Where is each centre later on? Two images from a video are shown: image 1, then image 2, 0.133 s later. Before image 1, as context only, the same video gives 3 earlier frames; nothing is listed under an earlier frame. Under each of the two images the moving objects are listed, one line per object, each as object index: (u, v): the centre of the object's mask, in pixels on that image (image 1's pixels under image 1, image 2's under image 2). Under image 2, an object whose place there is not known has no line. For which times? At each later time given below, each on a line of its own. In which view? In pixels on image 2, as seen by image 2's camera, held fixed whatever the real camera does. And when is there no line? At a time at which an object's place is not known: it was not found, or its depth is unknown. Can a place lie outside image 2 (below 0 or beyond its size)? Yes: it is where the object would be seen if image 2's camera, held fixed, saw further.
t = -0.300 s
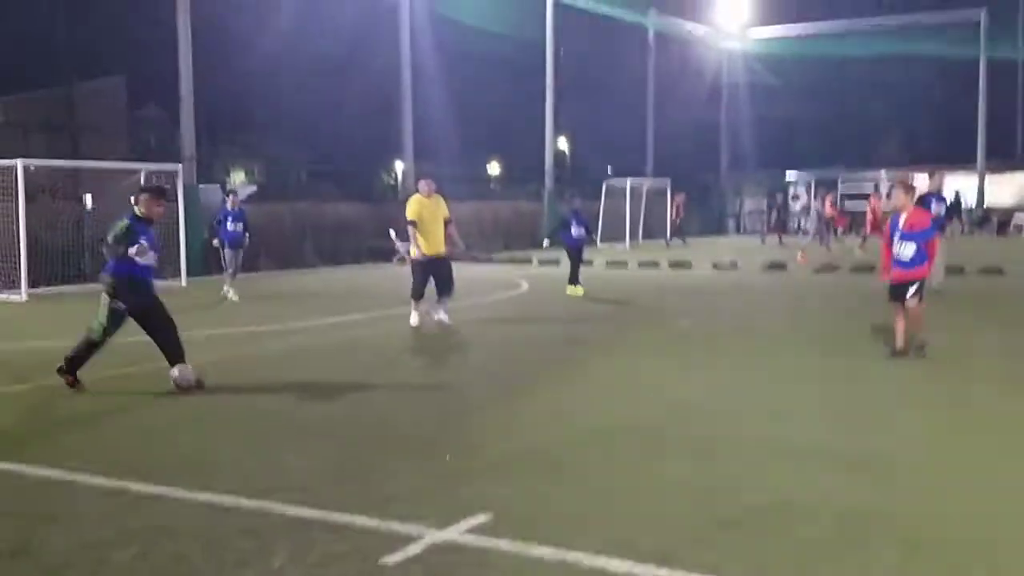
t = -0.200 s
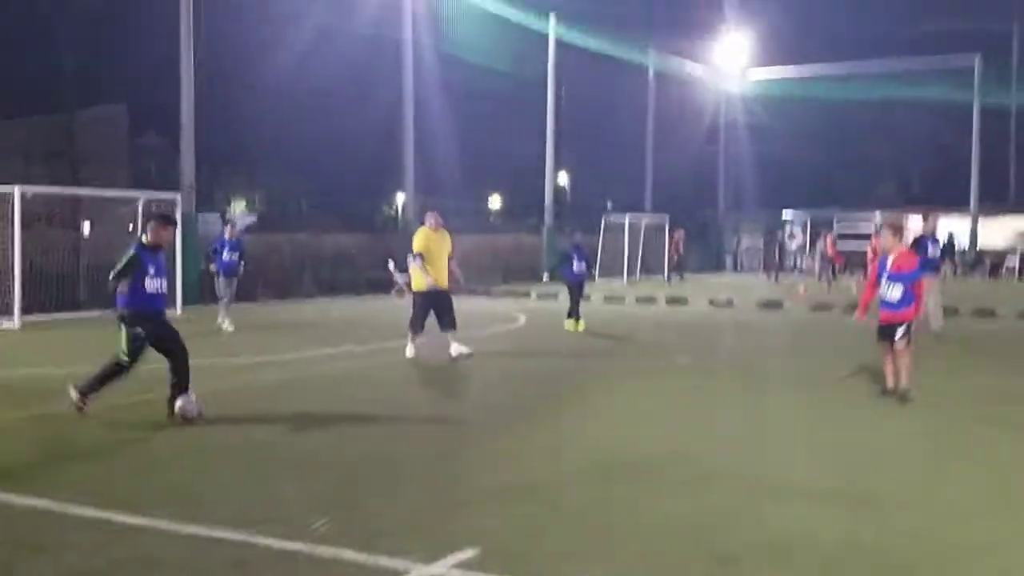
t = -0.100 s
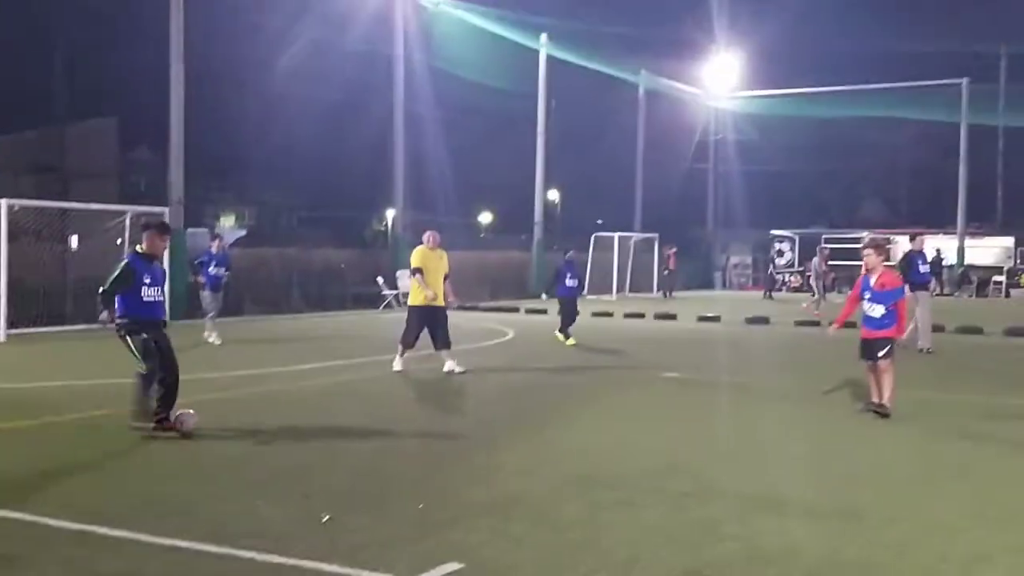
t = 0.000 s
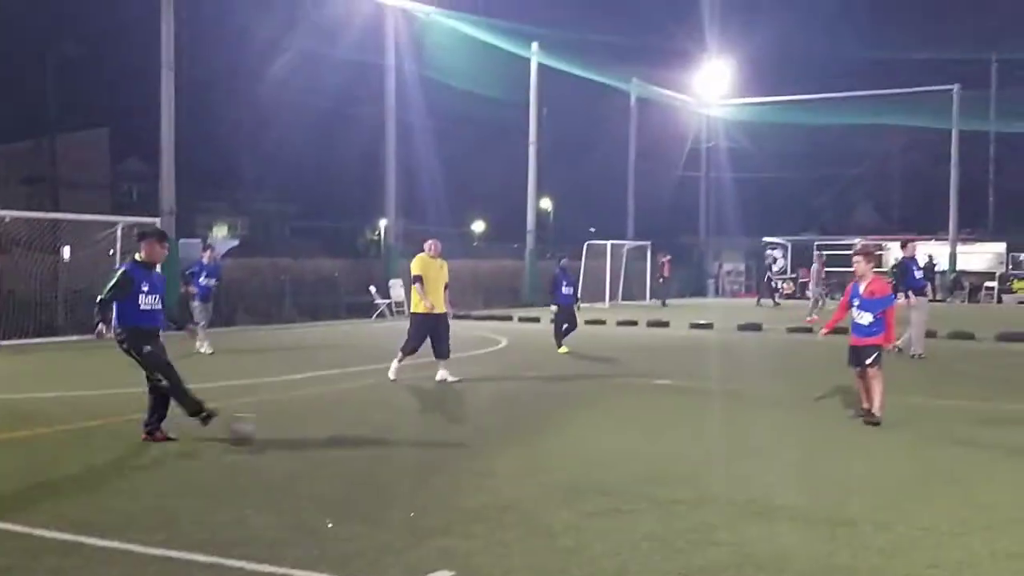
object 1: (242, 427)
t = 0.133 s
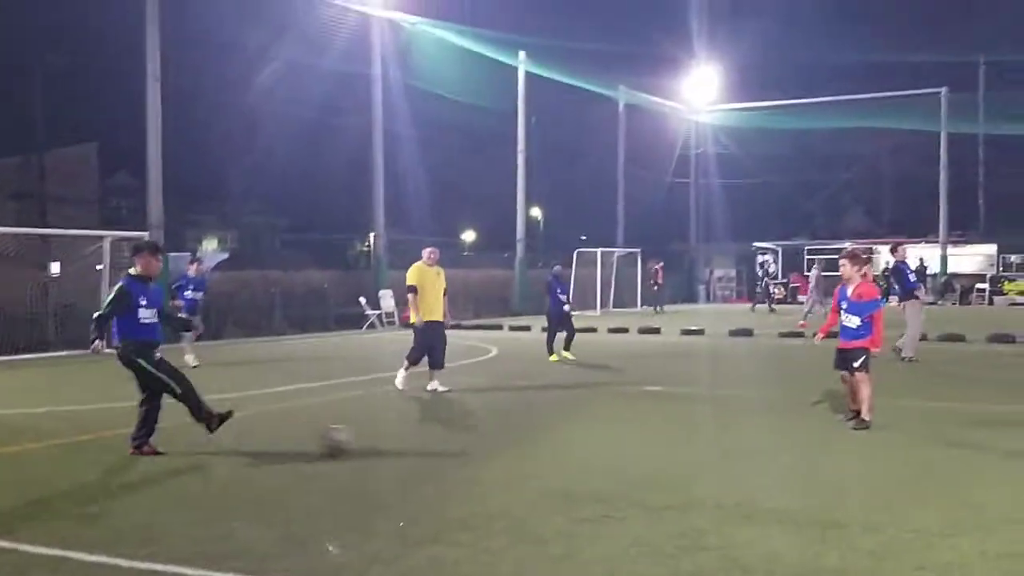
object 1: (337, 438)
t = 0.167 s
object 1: (350, 435)
